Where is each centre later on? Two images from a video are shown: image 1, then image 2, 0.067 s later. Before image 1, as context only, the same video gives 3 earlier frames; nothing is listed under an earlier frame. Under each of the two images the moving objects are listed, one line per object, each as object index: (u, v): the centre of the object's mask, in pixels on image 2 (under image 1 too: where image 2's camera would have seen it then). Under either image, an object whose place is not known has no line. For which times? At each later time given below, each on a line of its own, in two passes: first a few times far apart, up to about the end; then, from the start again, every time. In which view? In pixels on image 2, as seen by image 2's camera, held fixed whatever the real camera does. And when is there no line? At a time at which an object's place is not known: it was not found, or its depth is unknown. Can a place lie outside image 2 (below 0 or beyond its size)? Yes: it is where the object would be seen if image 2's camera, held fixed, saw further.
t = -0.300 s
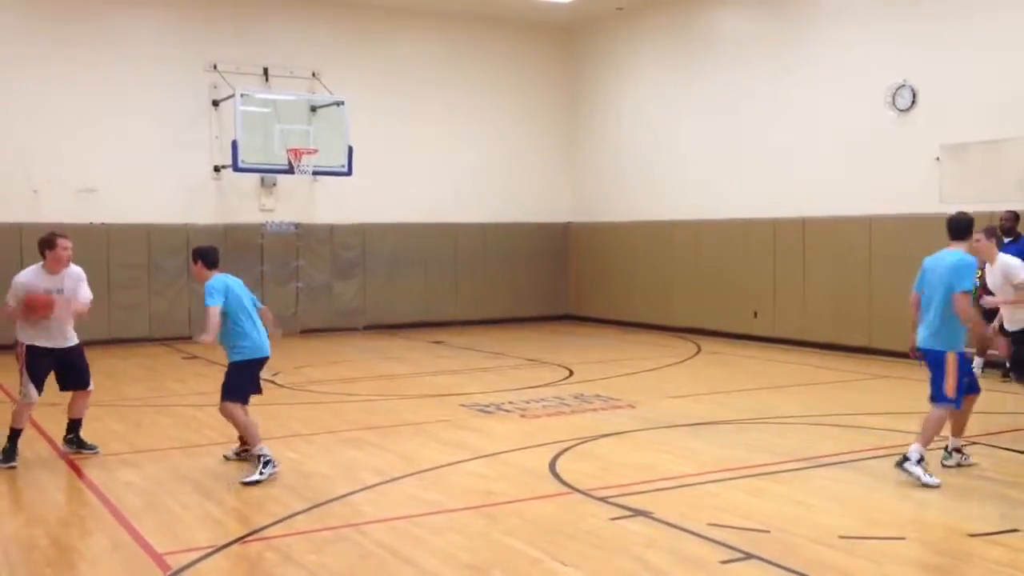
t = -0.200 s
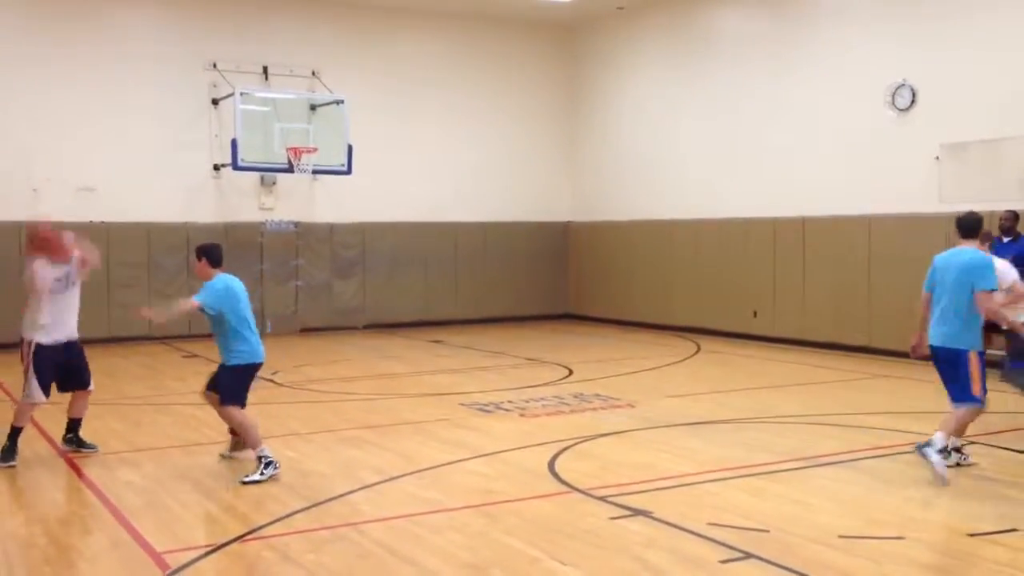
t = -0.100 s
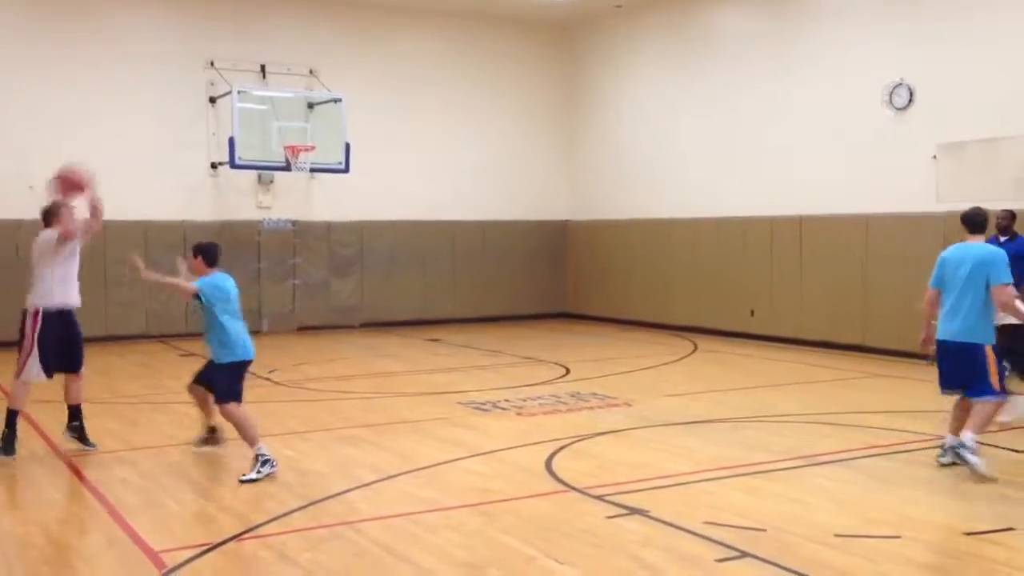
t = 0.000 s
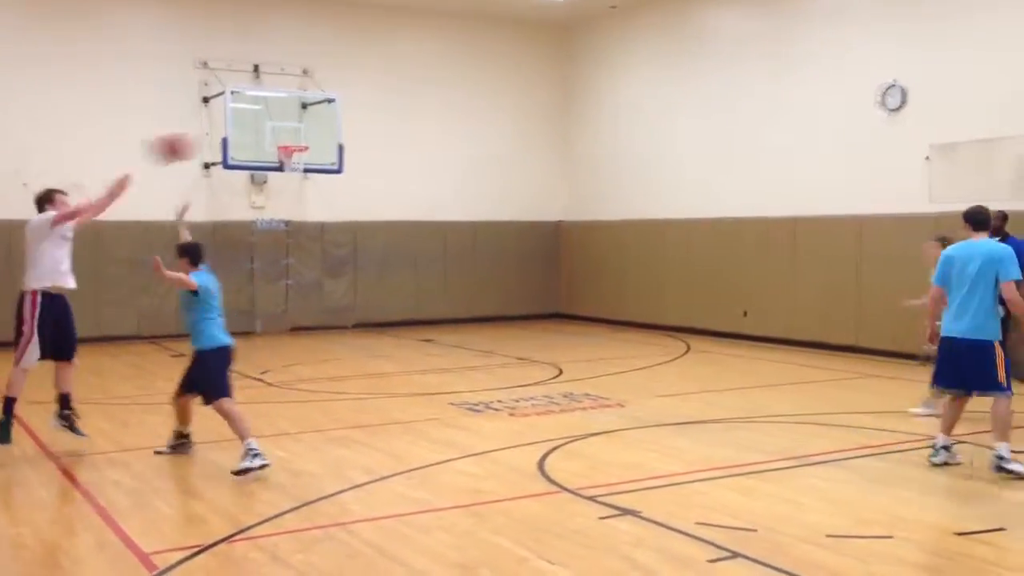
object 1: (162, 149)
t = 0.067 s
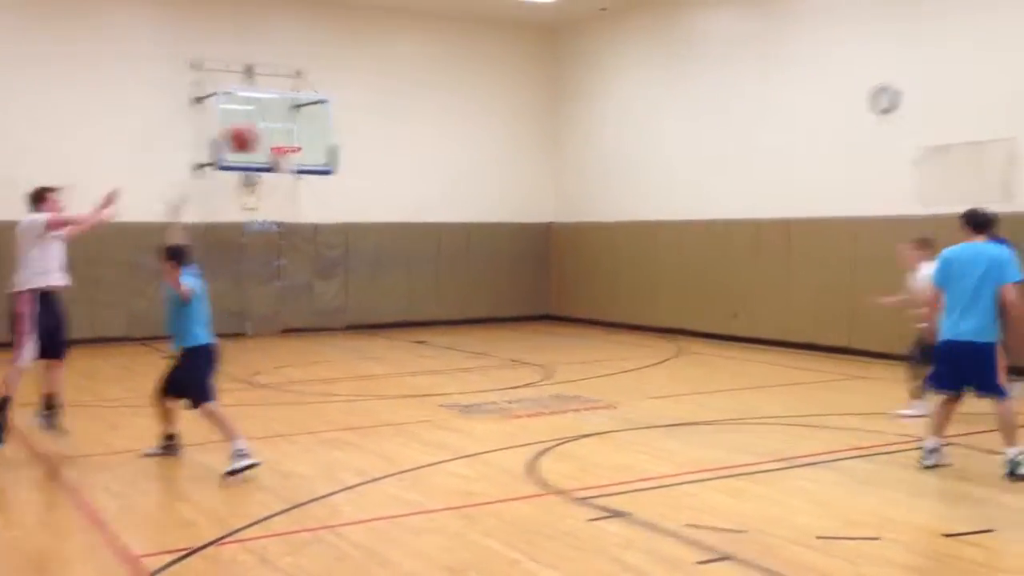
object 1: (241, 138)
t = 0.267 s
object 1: (444, 142)
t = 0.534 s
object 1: (669, 213)
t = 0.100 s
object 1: (277, 137)
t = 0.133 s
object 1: (313, 134)
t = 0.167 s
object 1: (348, 135)
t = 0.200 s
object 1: (380, 136)
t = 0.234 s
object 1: (412, 139)
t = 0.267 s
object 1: (444, 142)
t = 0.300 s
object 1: (475, 147)
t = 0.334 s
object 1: (503, 154)
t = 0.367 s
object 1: (534, 162)
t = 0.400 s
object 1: (562, 171)
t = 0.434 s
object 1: (590, 179)
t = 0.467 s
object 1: (617, 190)
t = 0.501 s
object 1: (643, 201)
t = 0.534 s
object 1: (669, 213)
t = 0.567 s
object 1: (694, 226)
